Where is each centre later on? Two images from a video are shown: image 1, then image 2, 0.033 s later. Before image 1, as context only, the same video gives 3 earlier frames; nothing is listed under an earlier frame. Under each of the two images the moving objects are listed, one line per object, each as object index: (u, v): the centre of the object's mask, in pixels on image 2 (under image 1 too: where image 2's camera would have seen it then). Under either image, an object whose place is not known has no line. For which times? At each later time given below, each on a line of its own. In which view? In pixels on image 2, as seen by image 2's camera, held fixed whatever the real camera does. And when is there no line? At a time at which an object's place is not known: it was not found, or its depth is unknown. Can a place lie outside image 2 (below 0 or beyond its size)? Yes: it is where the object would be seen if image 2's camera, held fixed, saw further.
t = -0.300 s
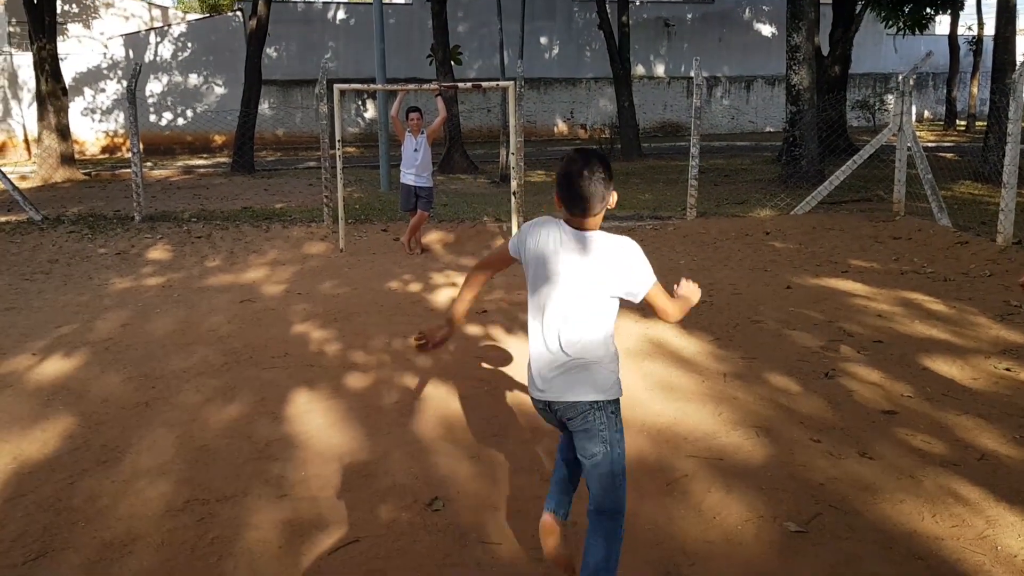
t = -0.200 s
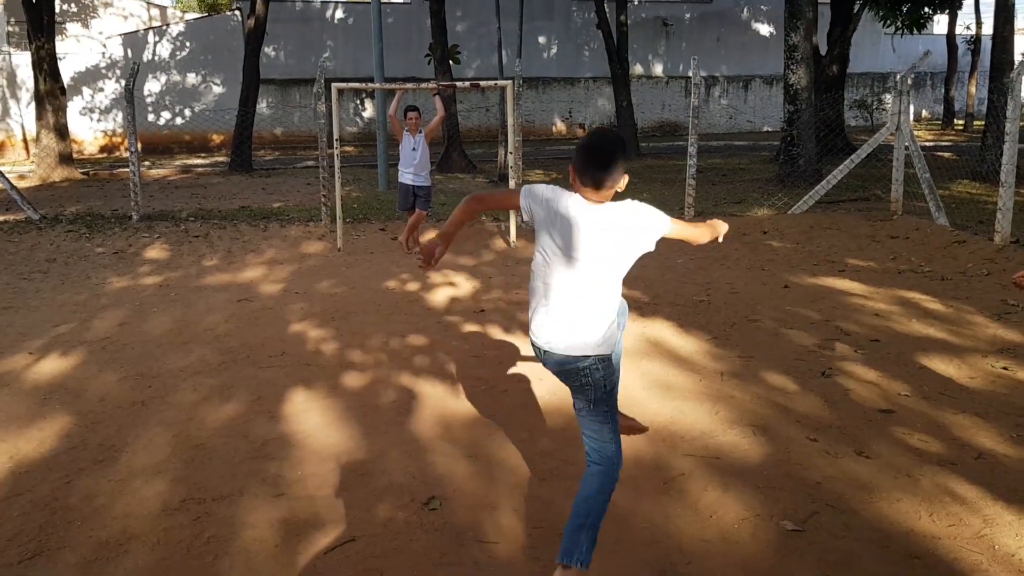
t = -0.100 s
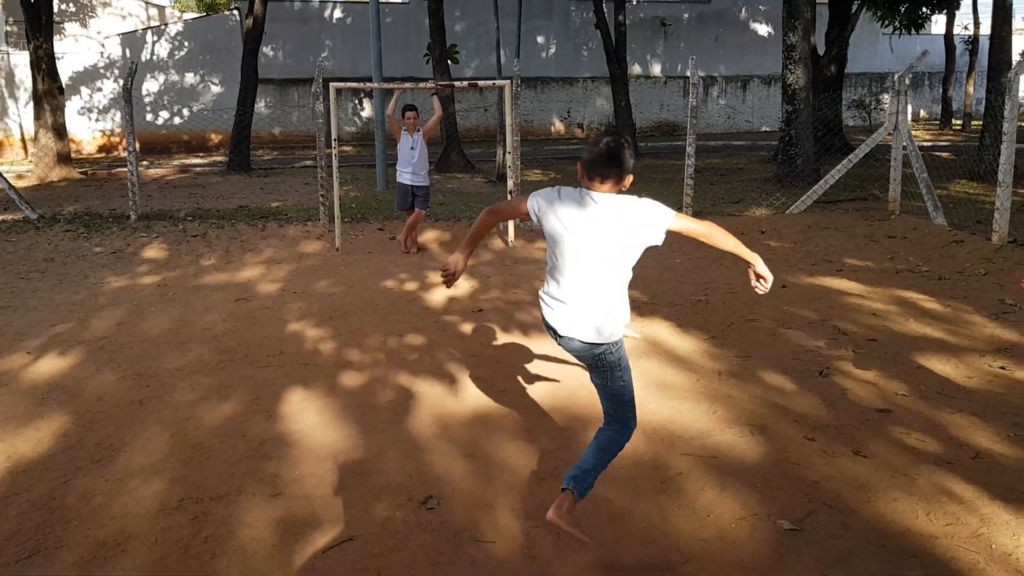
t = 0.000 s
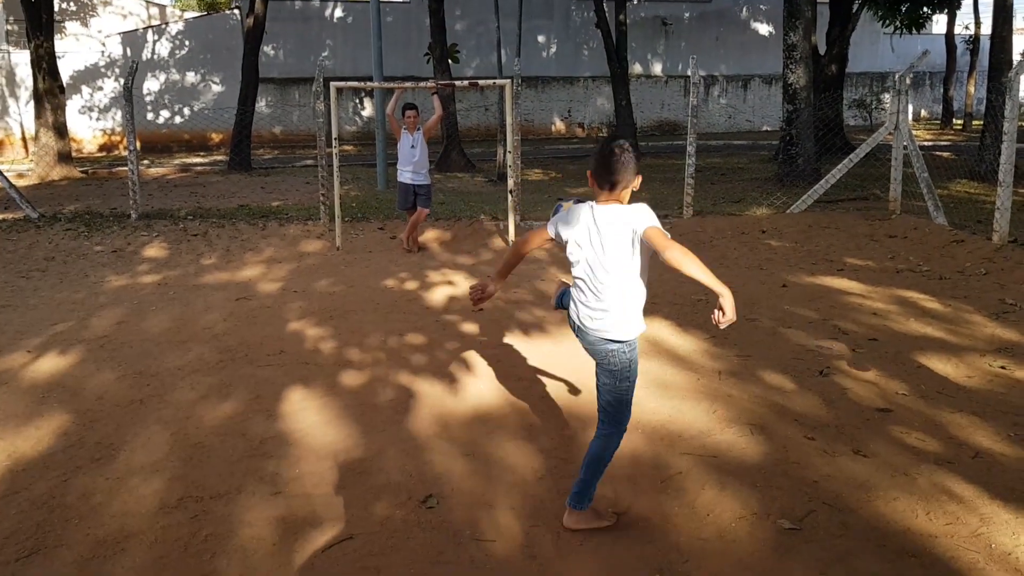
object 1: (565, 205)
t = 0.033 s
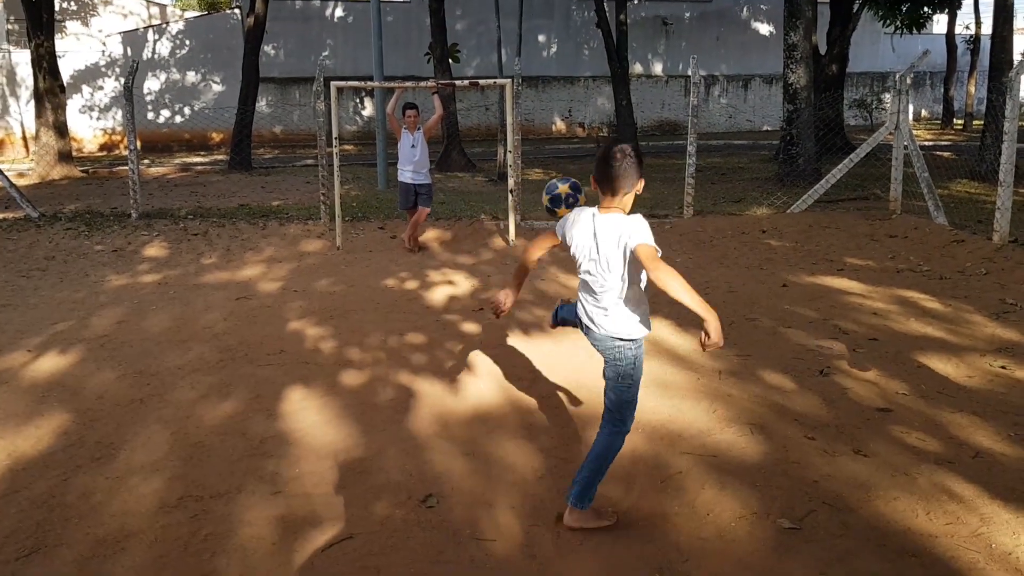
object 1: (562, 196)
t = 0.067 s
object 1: (556, 180)
